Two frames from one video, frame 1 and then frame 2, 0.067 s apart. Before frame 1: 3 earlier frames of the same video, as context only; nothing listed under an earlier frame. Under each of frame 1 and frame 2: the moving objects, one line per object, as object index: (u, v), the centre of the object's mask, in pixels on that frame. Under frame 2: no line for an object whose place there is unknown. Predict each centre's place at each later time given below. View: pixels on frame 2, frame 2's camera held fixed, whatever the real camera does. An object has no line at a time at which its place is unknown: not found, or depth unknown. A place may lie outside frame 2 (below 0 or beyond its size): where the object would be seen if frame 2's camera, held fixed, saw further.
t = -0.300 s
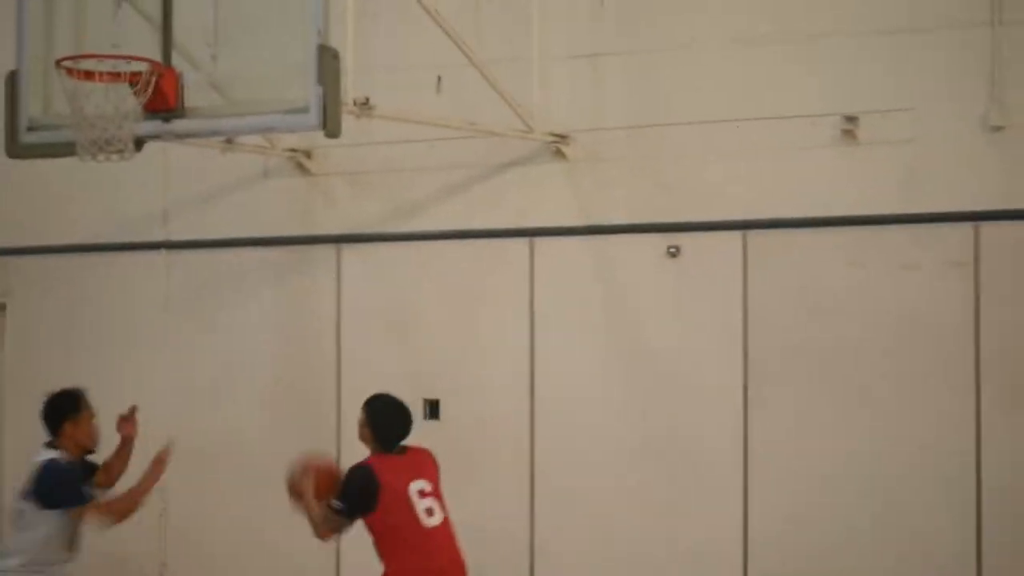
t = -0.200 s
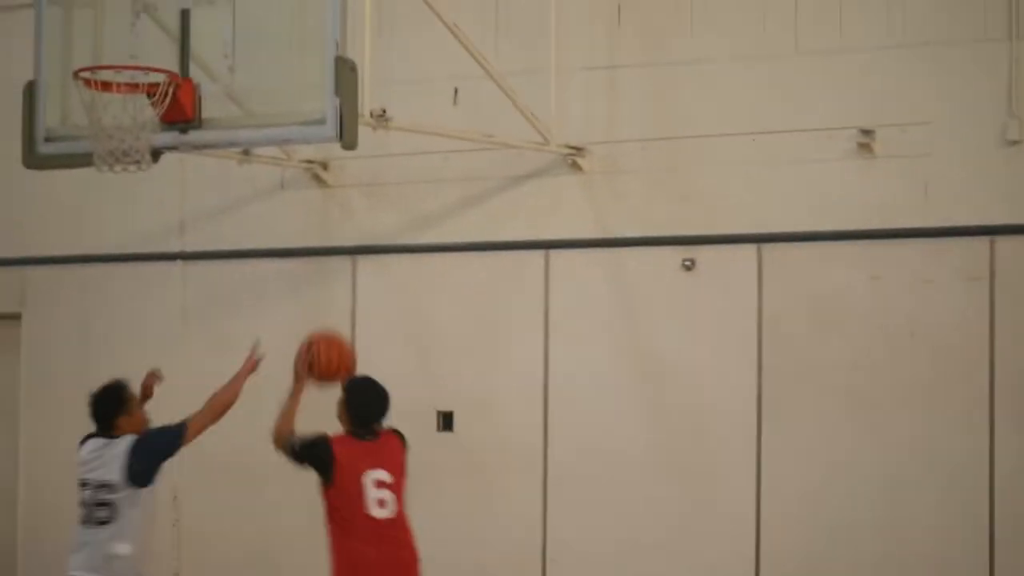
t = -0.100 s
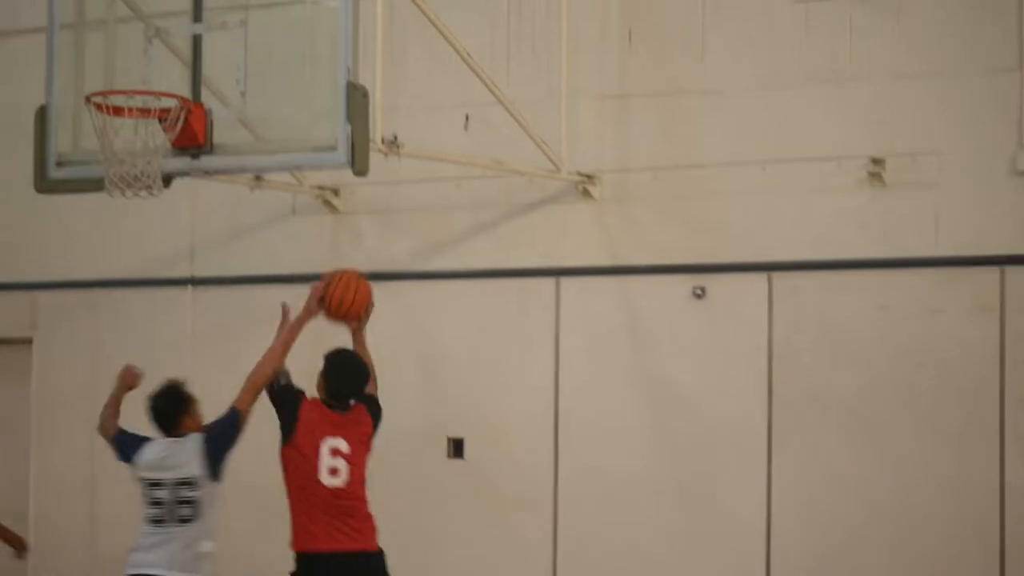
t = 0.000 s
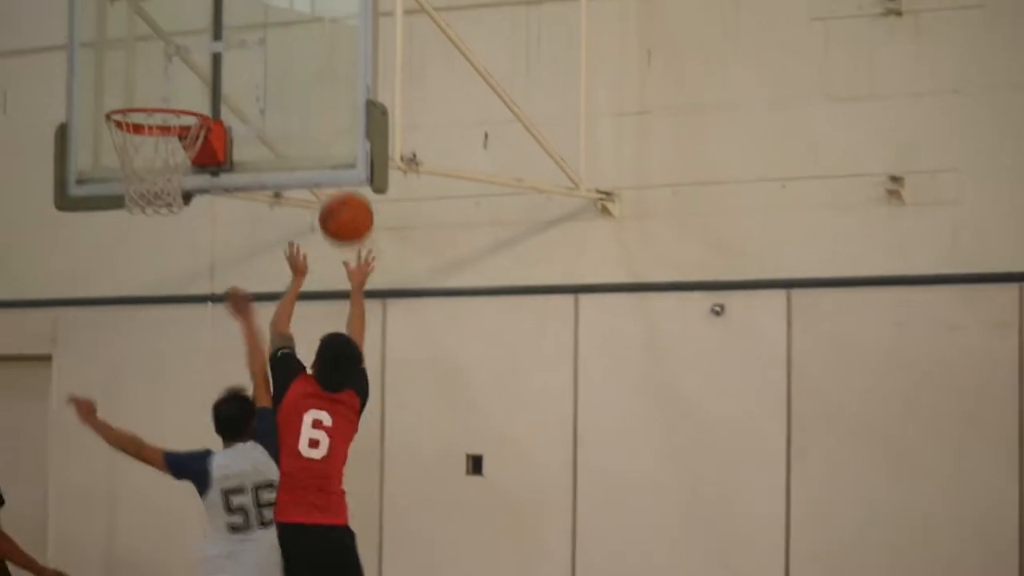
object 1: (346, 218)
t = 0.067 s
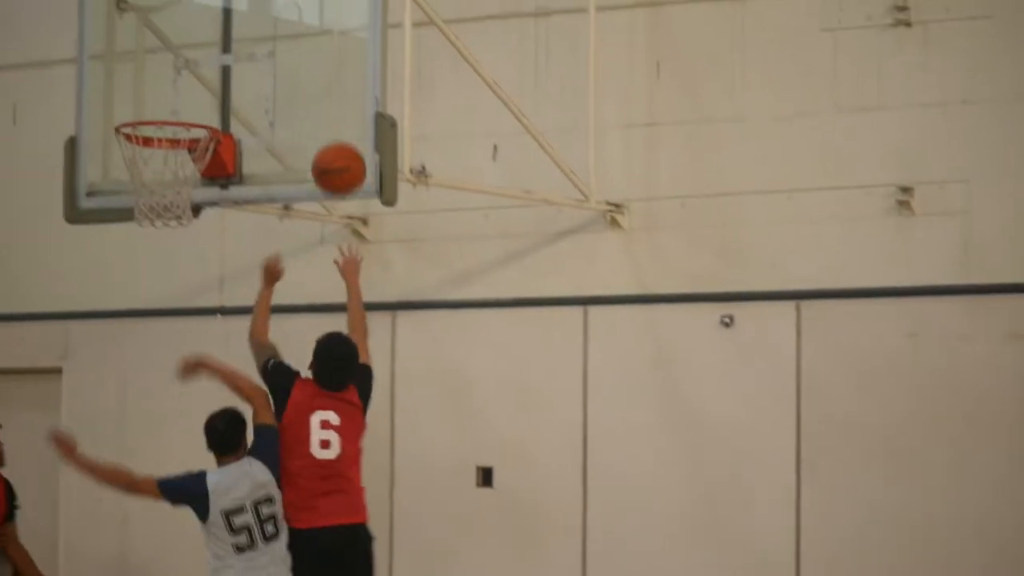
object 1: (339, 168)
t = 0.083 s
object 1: (334, 155)
